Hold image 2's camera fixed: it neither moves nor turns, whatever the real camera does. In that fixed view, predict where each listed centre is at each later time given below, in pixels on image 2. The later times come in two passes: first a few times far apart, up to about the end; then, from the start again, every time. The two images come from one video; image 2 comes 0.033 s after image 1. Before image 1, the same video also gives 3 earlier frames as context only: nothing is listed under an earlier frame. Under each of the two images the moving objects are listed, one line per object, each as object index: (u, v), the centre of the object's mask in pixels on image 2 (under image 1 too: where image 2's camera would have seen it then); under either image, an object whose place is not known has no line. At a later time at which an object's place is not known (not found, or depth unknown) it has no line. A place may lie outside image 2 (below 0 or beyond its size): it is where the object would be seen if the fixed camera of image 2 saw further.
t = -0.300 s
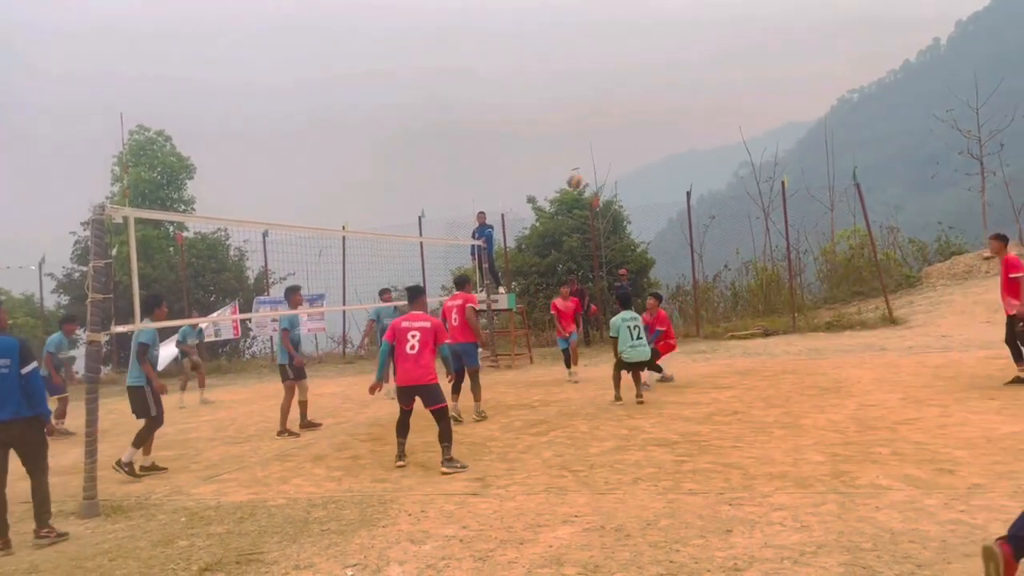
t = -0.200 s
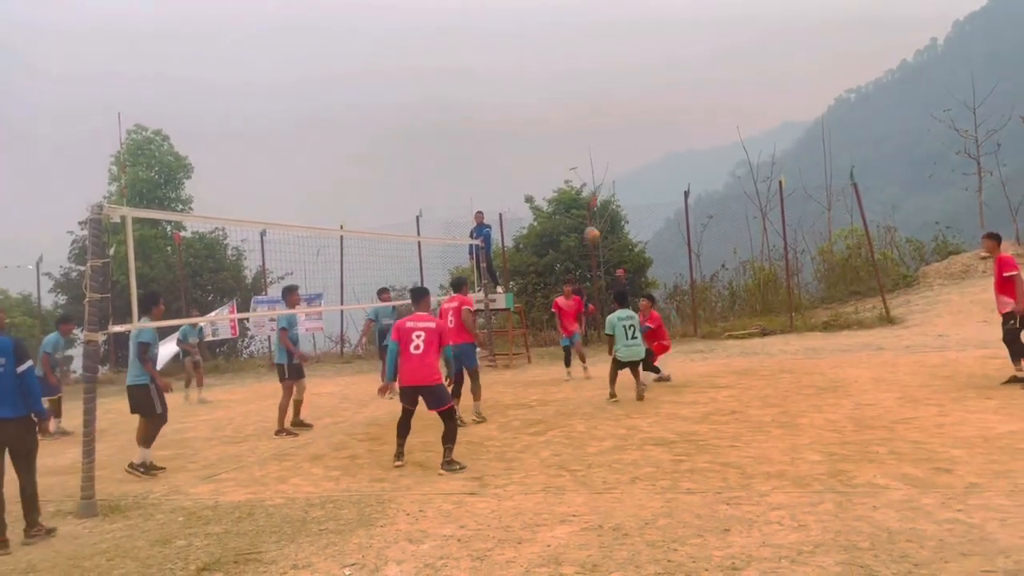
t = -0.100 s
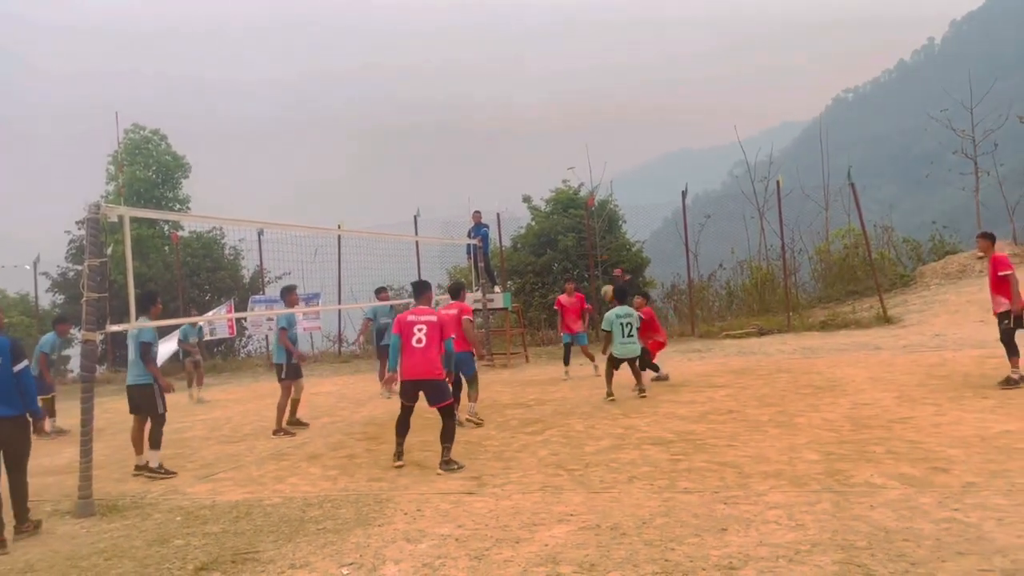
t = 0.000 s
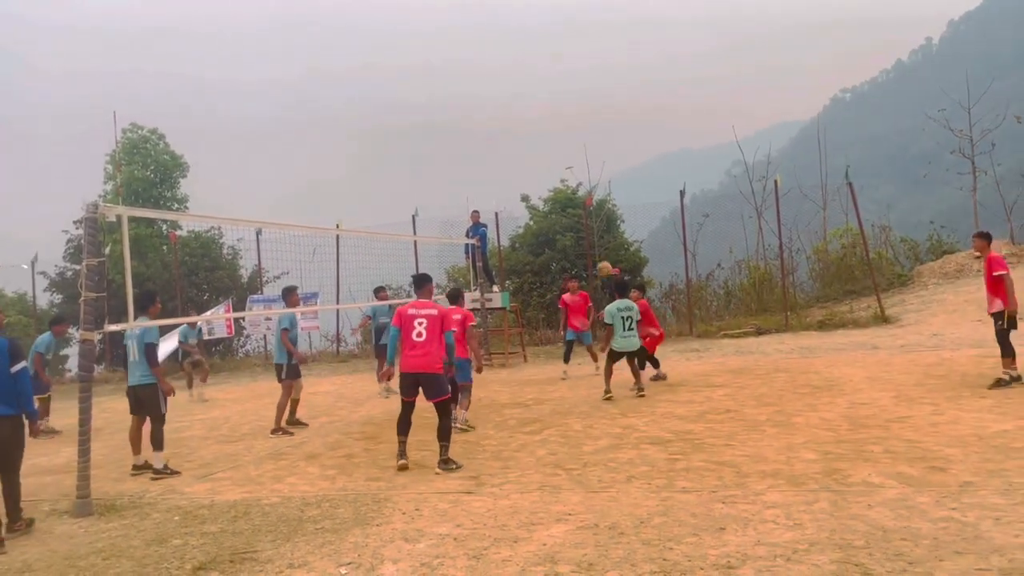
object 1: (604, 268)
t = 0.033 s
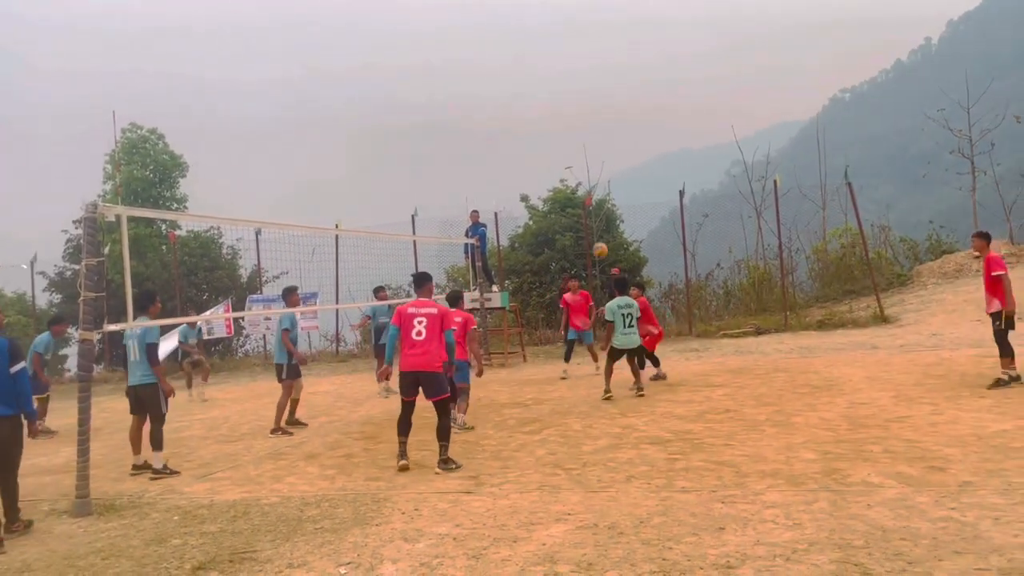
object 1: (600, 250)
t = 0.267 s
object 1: (576, 144)
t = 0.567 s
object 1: (551, 63)
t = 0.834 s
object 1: (532, 46)
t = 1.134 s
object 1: (516, 87)
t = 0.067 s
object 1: (596, 232)
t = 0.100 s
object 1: (593, 215)
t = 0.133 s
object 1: (589, 200)
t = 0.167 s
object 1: (586, 186)
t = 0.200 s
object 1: (582, 170)
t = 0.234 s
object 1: (579, 156)
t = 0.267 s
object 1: (576, 144)
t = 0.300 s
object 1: (573, 132)
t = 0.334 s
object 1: (570, 121)
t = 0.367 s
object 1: (567, 110)
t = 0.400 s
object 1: (564, 100)
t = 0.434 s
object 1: (562, 91)
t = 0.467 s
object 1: (559, 83)
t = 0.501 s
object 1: (556, 75)
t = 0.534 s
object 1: (554, 69)
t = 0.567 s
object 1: (551, 63)
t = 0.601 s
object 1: (548, 58)
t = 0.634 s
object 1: (546, 54)
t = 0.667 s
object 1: (544, 51)
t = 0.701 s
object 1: (541, 48)
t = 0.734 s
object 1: (539, 46)
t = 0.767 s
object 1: (537, 45)
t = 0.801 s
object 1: (535, 45)
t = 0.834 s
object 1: (532, 46)
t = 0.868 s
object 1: (530, 47)
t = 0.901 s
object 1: (528, 49)
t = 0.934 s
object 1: (526, 52)
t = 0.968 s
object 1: (524, 56)
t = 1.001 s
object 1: (523, 61)
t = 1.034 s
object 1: (521, 66)
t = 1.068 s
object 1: (519, 72)
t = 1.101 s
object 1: (518, 79)
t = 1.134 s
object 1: (516, 87)
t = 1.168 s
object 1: (515, 95)
